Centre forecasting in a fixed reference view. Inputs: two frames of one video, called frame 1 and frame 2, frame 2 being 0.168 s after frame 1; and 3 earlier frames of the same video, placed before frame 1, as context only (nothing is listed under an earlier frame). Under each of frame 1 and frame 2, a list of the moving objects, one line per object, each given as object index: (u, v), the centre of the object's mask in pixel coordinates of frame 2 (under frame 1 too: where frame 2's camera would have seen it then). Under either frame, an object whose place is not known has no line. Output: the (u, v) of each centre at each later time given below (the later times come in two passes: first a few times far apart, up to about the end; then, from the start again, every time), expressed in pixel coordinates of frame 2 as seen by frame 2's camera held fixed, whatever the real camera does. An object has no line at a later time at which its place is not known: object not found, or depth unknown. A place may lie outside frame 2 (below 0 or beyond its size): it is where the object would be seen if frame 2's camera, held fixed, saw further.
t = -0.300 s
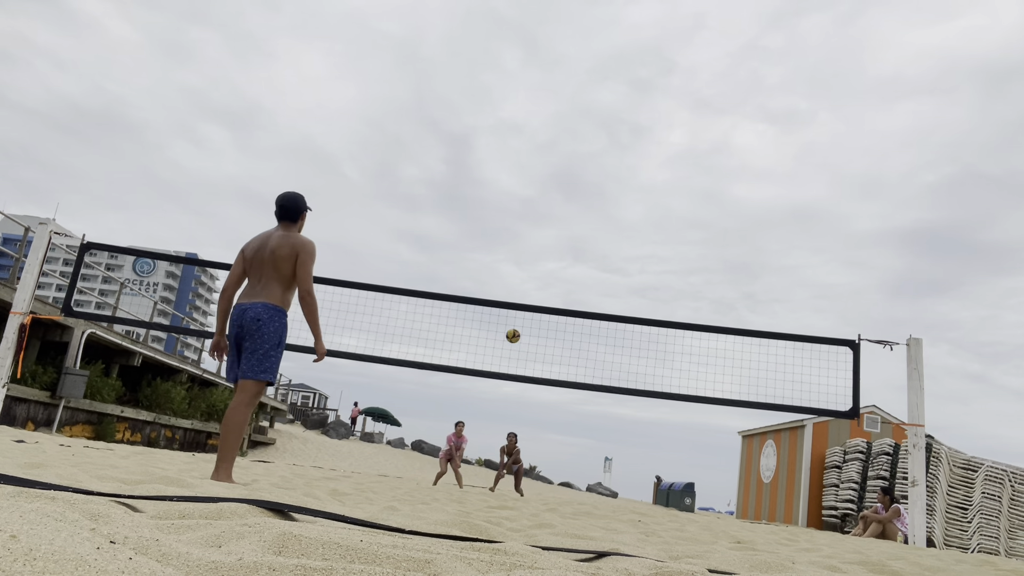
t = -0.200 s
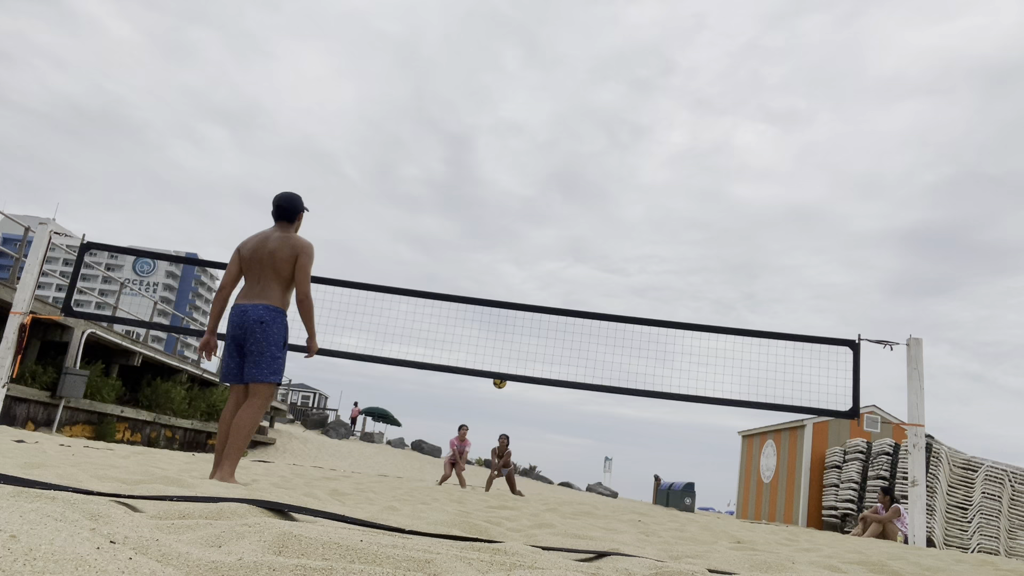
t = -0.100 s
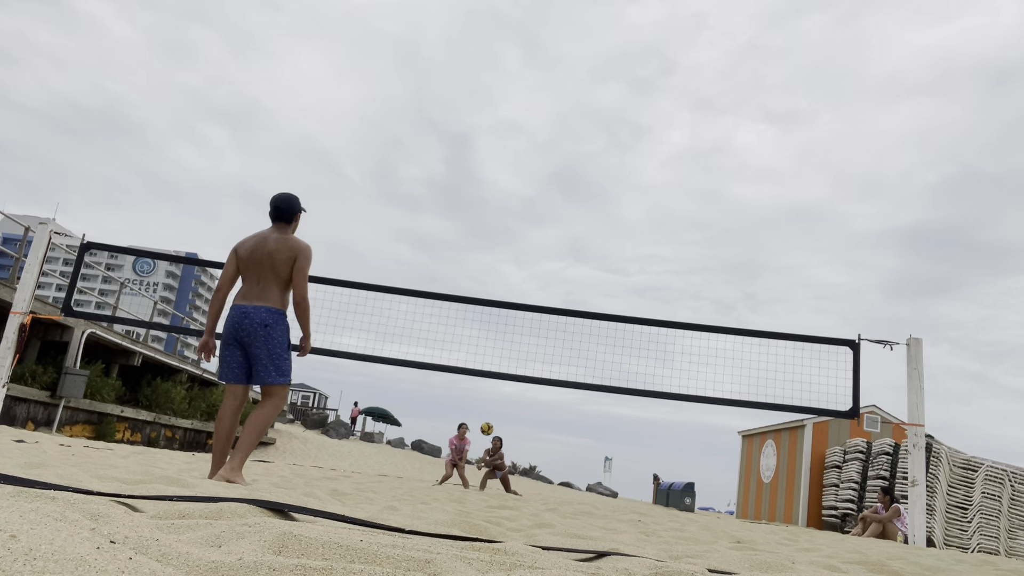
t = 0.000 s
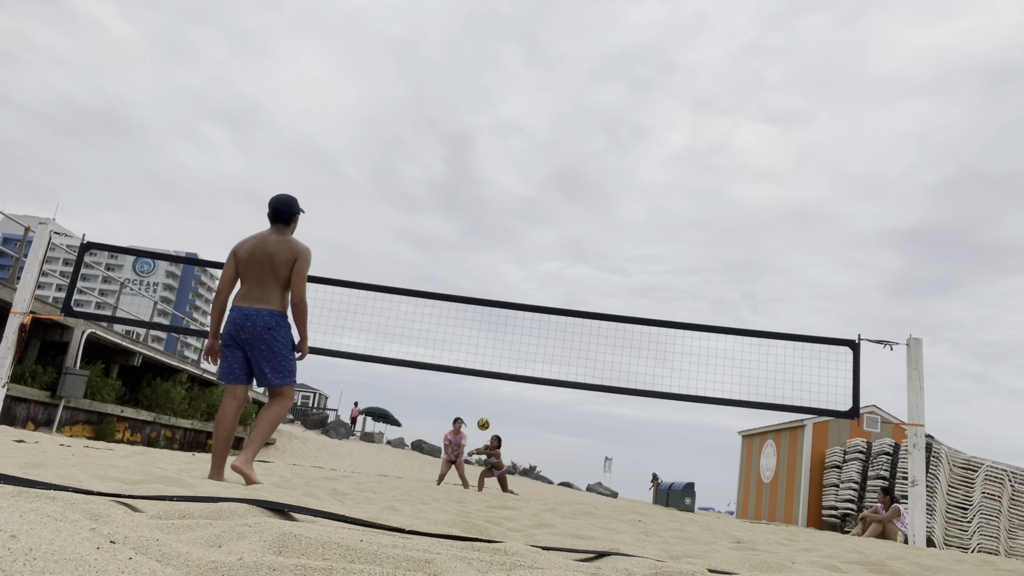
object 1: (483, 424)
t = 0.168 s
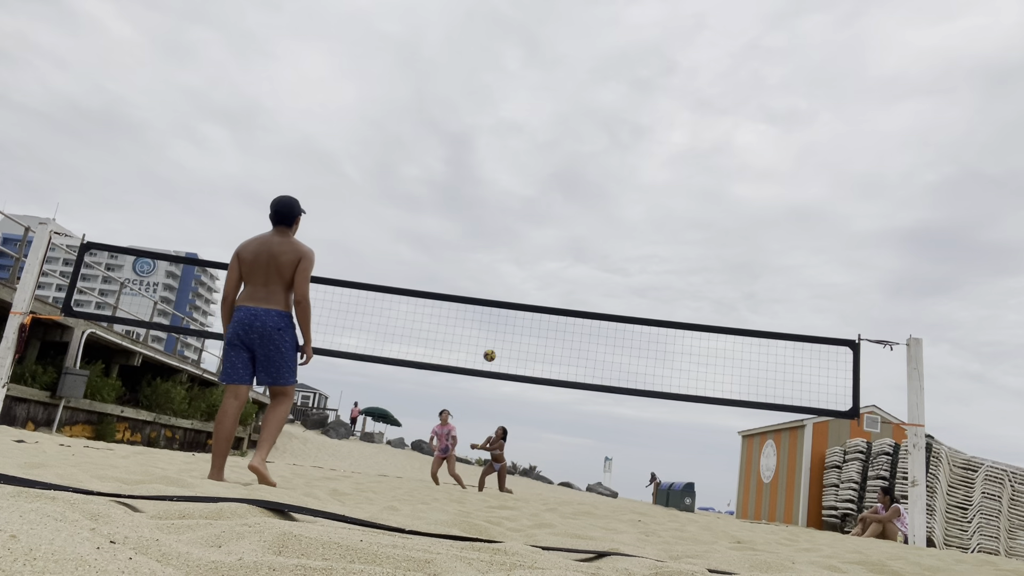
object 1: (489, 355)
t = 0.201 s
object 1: (490, 344)
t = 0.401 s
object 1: (494, 291)
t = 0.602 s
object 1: (495, 261)
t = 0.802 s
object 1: (493, 253)
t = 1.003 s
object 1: (489, 266)
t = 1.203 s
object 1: (482, 296)
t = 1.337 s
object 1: (475, 333)
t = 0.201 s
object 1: (490, 344)
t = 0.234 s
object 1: (491, 334)
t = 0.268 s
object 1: (492, 324)
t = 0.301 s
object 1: (492, 314)
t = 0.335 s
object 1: (493, 309)
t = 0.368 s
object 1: (494, 296)
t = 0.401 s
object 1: (494, 291)
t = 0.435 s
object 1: (494, 284)
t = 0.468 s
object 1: (494, 278)
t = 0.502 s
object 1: (495, 273)
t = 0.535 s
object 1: (495, 268)
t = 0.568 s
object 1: (495, 264)
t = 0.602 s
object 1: (495, 261)
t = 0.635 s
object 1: (495, 258)
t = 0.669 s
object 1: (494, 256)
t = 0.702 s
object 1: (494, 254)
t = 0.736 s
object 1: (494, 253)
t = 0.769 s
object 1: (493, 253)
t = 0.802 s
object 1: (493, 253)
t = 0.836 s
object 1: (492, 254)
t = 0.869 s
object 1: (492, 255)
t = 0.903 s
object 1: (491, 257)
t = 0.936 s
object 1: (490, 259)
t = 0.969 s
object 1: (489, 262)
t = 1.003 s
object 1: (489, 266)
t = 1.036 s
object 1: (488, 270)
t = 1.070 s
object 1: (487, 275)
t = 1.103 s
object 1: (486, 280)
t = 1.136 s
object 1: (484, 286)
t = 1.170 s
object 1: (483, 292)
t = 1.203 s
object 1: (482, 296)
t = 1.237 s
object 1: (480, 309)
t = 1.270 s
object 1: (479, 315)
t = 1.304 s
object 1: (477, 324)
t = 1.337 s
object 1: (475, 333)
